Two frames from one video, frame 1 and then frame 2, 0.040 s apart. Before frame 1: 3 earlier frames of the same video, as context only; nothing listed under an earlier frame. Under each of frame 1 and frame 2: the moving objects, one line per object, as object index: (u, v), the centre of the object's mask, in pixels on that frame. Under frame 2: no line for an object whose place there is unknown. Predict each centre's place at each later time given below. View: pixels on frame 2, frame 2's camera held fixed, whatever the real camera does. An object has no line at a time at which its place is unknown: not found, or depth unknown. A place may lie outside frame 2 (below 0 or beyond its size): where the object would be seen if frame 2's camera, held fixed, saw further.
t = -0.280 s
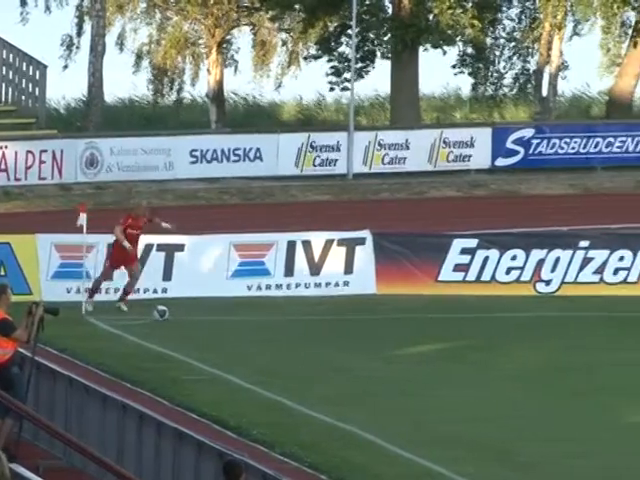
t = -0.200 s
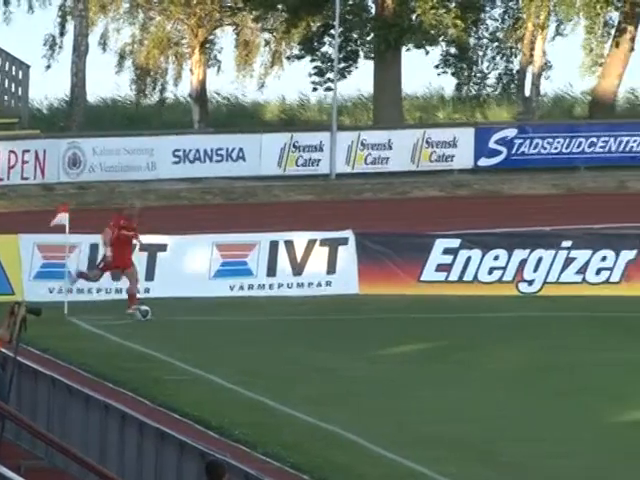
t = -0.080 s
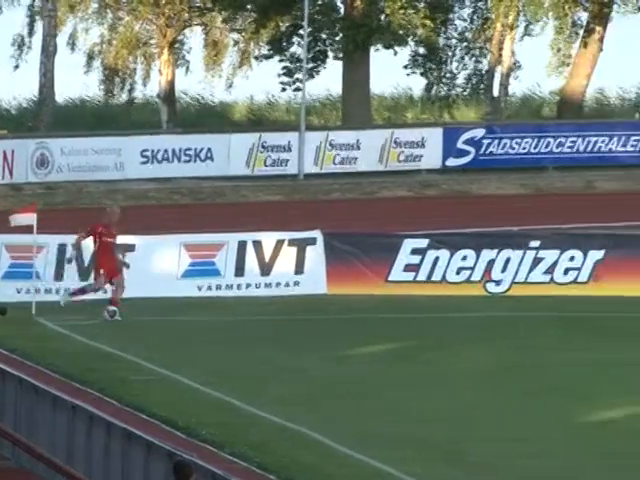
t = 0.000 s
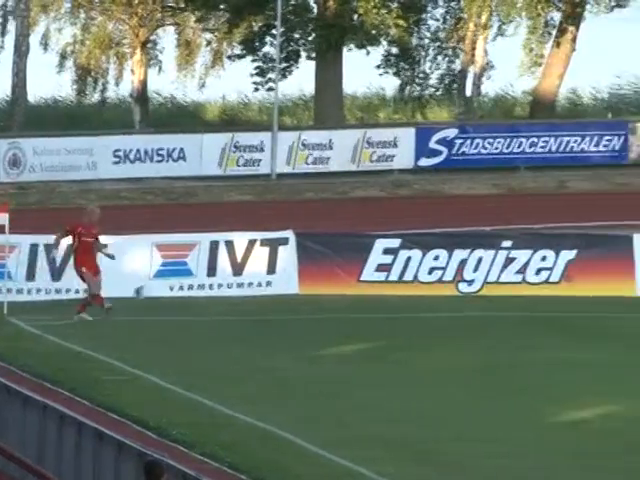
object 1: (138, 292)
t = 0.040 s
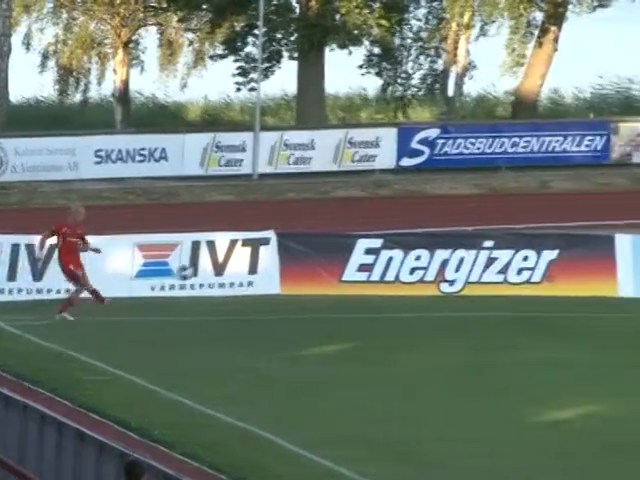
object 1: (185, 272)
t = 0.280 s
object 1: (531, 166)
